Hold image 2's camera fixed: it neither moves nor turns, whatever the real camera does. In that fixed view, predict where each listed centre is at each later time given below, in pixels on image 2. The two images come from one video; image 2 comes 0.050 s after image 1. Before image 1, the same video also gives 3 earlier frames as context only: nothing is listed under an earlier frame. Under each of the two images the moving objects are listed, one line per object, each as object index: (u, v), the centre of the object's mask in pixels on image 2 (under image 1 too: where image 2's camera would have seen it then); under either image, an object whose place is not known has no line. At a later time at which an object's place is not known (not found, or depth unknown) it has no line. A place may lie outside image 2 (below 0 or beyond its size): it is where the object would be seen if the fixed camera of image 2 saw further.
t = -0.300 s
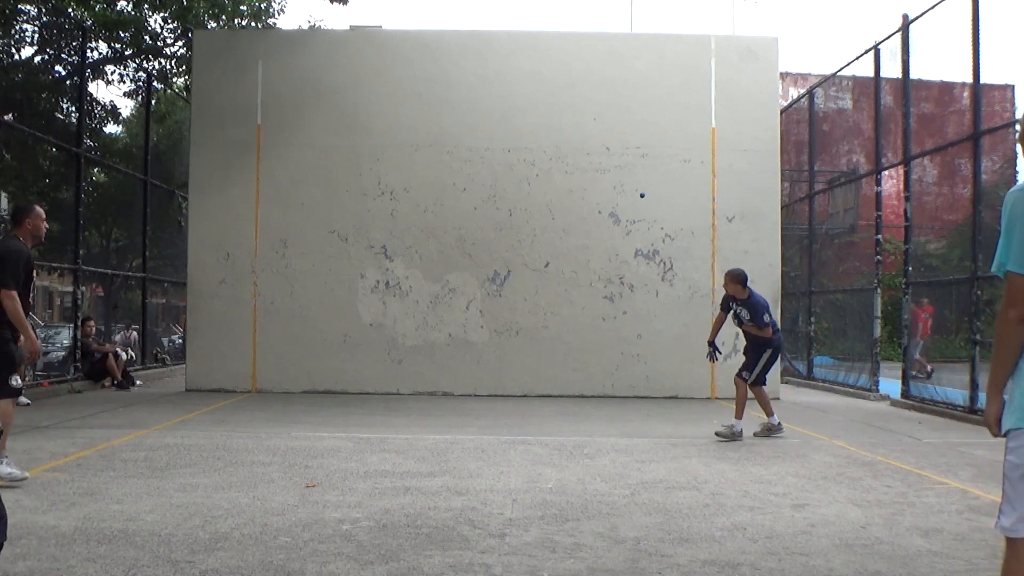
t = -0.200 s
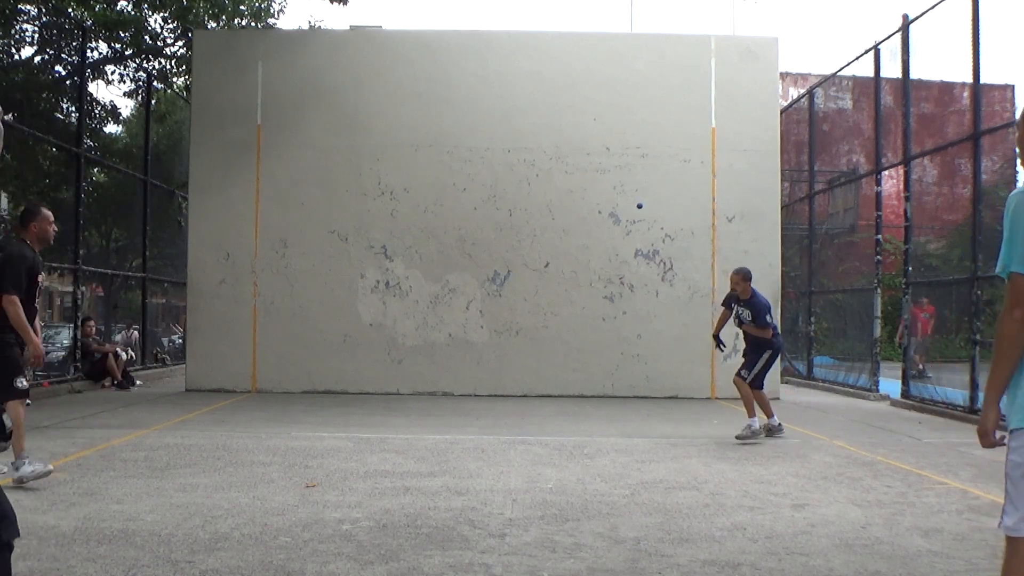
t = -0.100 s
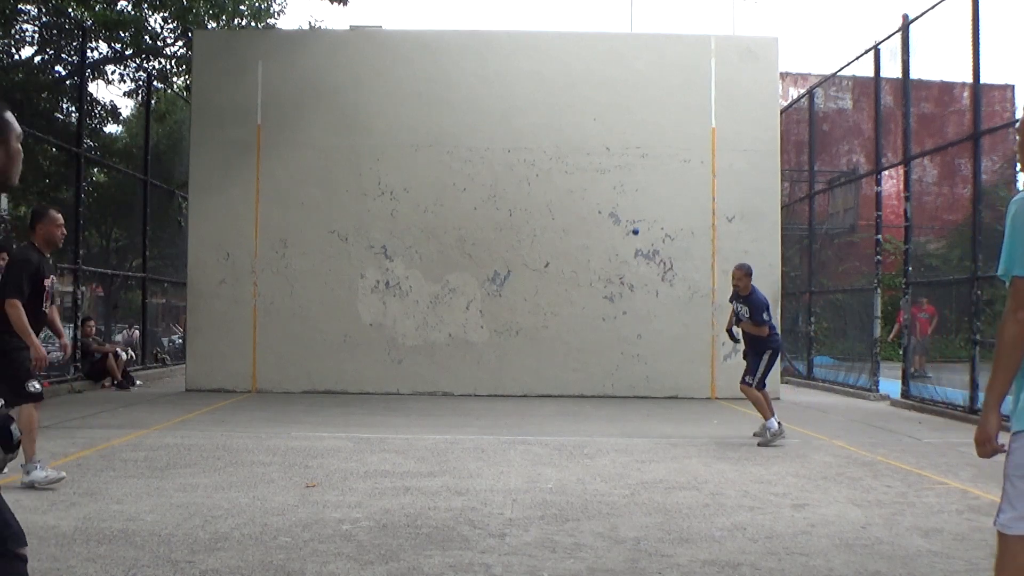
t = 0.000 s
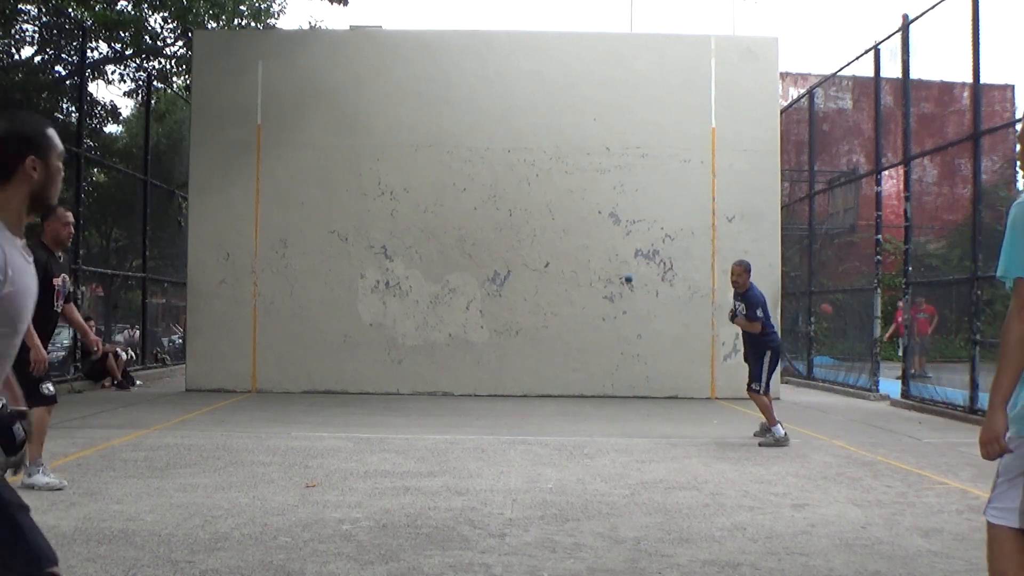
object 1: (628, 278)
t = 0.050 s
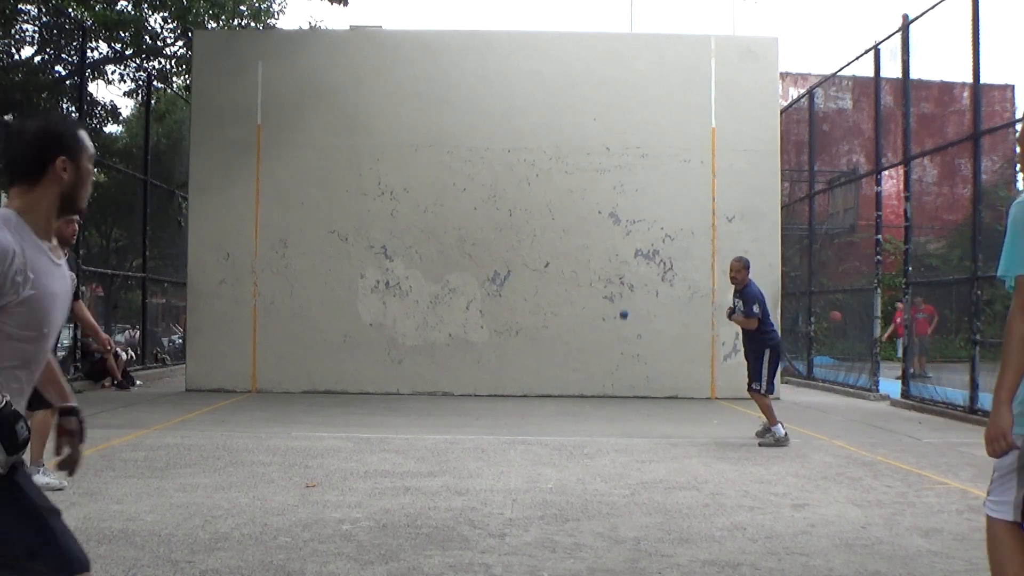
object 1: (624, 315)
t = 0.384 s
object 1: (576, 385)
